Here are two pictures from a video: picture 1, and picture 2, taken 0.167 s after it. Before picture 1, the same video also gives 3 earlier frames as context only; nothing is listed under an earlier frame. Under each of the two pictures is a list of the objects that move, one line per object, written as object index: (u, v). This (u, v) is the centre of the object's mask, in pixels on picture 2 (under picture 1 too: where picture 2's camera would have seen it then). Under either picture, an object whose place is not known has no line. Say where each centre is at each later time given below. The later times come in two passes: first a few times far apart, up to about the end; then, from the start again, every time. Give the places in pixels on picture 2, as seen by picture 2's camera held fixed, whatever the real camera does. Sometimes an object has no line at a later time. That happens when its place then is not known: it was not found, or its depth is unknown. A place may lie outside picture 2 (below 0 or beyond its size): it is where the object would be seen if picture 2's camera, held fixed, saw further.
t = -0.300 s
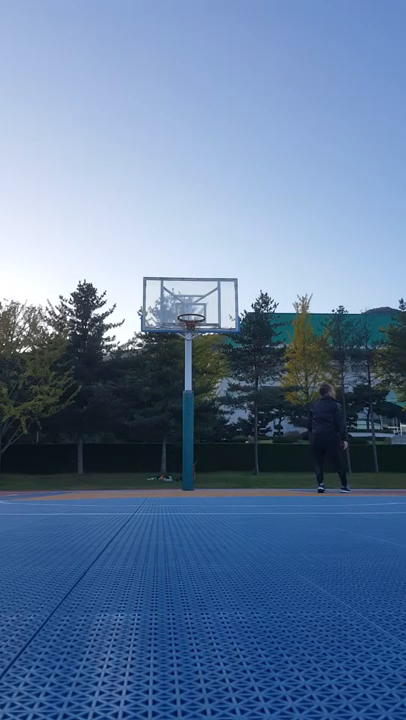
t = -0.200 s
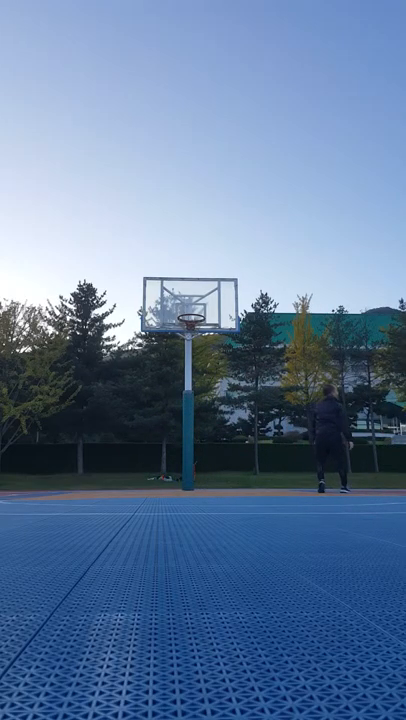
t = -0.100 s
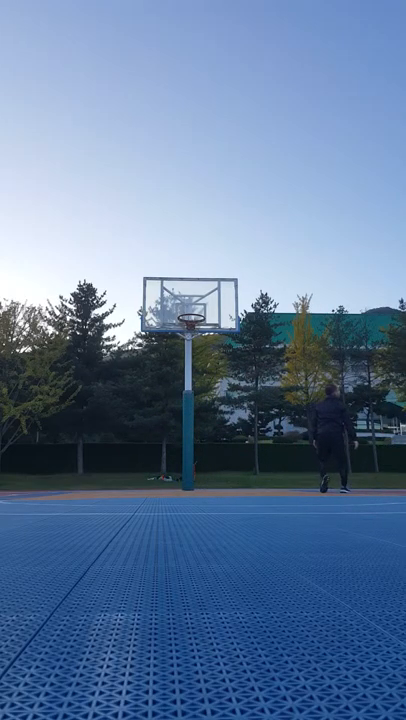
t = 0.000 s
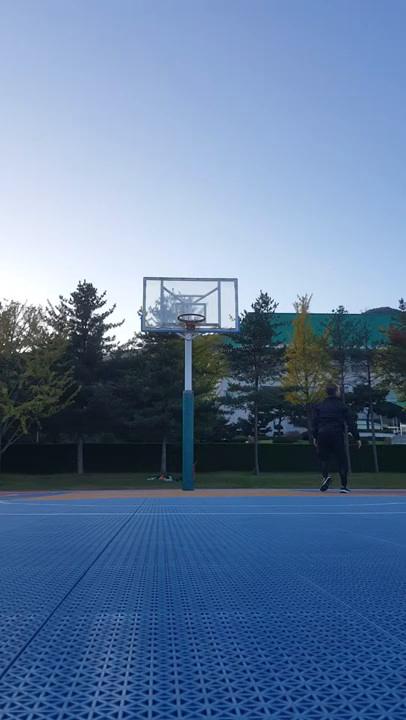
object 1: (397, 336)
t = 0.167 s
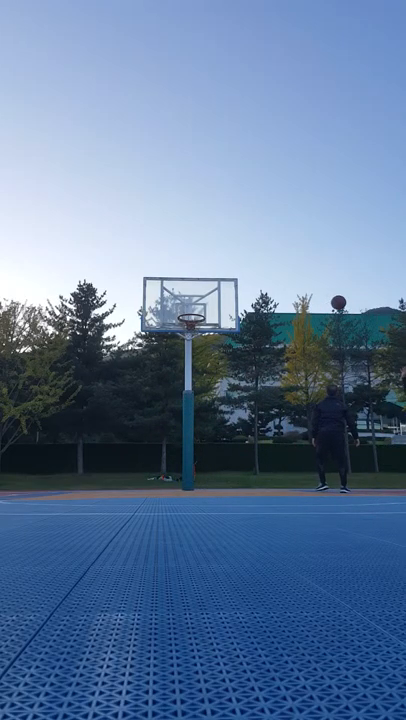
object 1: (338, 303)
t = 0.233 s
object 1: (317, 295)
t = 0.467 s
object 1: (253, 290)
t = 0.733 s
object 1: (210, 301)
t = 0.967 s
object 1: (189, 299)
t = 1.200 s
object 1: (172, 307)
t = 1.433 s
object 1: (151, 350)
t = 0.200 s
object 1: (328, 298)
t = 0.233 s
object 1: (317, 295)
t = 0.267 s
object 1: (308, 292)
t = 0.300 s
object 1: (298, 290)
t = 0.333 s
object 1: (289, 289)
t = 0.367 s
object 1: (279, 288)
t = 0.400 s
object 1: (270, 288)
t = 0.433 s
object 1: (262, 289)
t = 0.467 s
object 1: (253, 290)
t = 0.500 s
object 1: (245, 291)
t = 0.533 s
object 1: (237, 293)
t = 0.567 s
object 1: (229, 295)
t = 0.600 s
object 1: (226, 295)
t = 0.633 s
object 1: (222, 296)
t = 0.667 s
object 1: (218, 297)
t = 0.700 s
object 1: (214, 299)
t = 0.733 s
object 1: (210, 301)
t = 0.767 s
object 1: (206, 304)
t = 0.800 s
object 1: (202, 307)
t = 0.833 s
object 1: (199, 307)
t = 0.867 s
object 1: (197, 304)
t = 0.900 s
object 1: (194, 302)
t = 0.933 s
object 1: (192, 300)
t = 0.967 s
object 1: (189, 299)
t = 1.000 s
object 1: (187, 298)
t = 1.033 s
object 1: (185, 298)
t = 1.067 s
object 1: (182, 298)
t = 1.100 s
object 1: (180, 299)
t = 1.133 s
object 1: (177, 301)
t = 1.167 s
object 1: (175, 303)
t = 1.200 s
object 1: (172, 307)
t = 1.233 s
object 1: (169, 311)
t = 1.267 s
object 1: (166, 315)
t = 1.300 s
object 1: (163, 321)
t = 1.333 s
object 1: (161, 327)
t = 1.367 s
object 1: (157, 332)
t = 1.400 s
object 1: (154, 340)
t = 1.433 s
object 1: (151, 350)
